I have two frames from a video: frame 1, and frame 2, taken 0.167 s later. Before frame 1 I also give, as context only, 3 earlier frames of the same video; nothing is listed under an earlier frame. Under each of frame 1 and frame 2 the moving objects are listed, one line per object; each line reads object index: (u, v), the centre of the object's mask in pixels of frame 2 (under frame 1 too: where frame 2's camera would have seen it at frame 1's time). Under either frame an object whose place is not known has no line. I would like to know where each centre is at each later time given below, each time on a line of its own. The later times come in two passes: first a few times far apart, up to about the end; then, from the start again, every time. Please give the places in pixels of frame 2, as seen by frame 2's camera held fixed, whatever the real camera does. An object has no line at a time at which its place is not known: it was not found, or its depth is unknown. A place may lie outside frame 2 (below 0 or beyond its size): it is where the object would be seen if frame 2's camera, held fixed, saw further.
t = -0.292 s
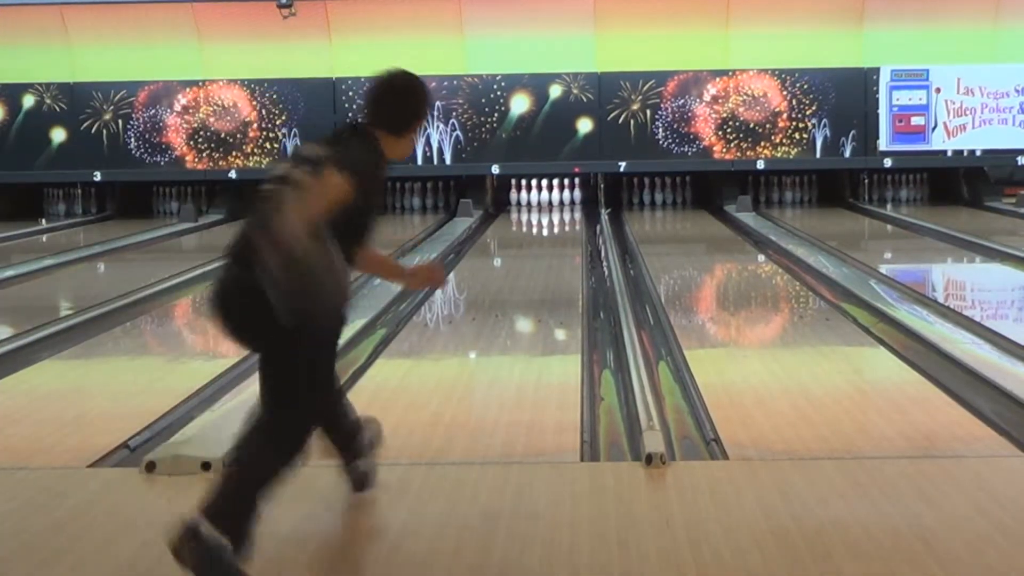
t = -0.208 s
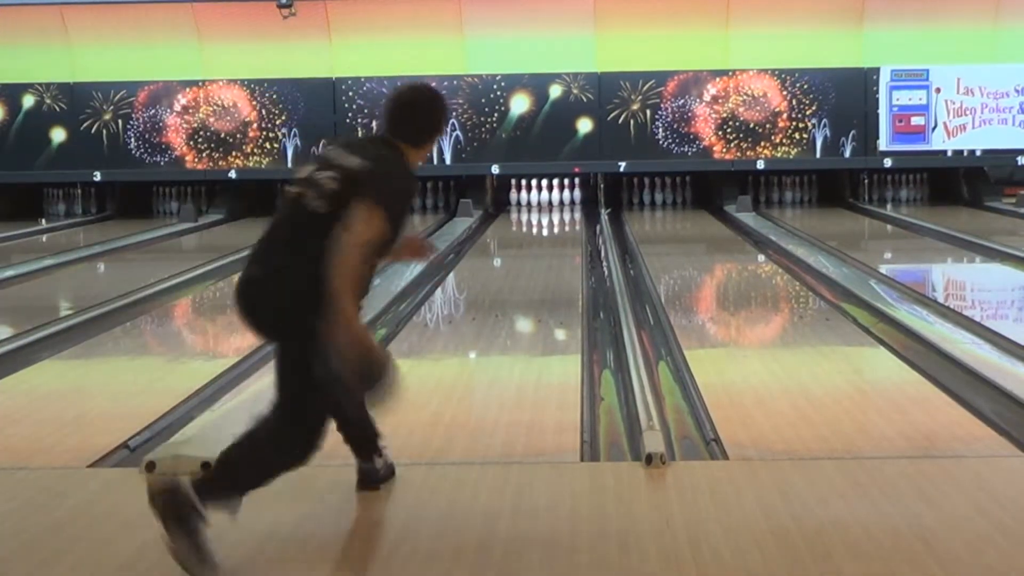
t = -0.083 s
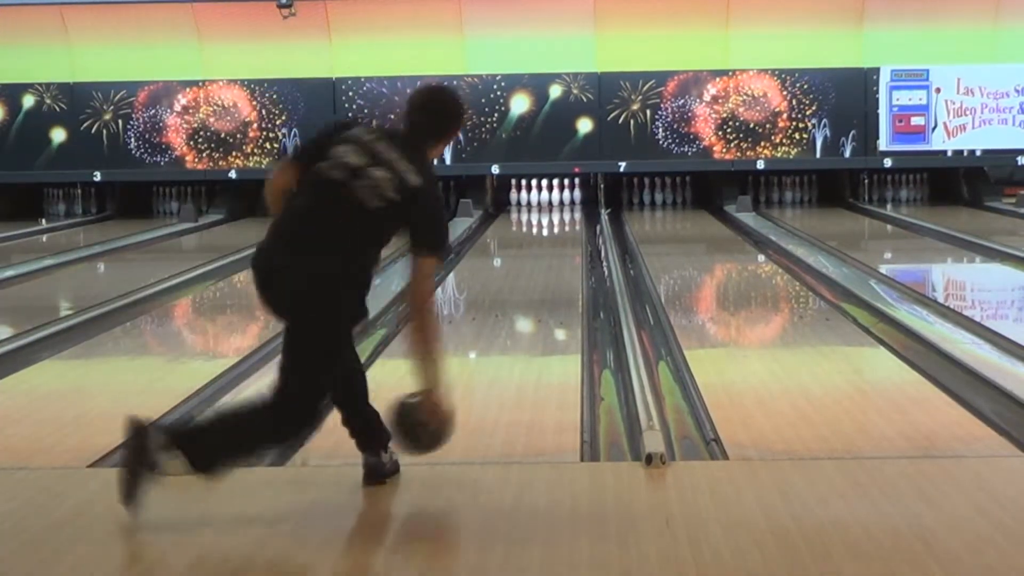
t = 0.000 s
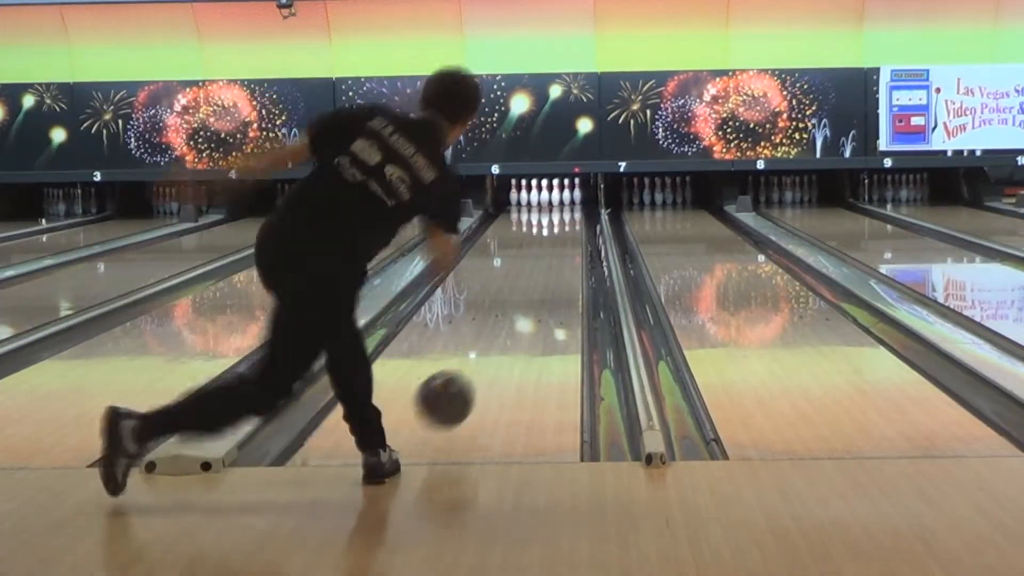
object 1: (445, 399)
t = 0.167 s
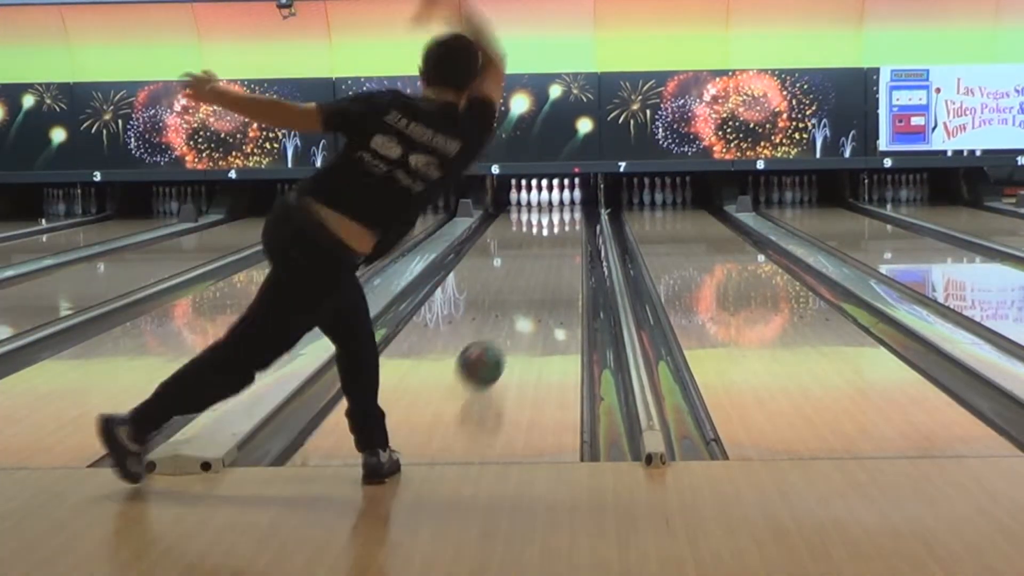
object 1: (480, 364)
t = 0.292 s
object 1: (500, 338)
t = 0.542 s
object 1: (525, 298)
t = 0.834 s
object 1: (544, 267)
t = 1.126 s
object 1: (555, 245)
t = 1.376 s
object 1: (560, 231)
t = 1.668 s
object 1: (561, 218)
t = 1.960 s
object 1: (557, 209)
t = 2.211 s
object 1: (550, 202)
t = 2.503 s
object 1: (539, 198)
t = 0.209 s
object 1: (487, 357)
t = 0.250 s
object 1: (494, 347)
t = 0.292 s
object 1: (500, 338)
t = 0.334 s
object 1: (504, 332)
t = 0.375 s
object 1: (510, 324)
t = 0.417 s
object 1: (514, 316)
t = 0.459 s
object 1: (518, 309)
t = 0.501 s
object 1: (521, 304)
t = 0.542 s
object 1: (525, 298)
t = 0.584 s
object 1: (529, 293)
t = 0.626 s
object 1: (532, 288)
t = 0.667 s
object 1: (534, 283)
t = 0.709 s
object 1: (537, 279)
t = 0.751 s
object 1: (540, 274)
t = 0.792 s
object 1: (542, 270)
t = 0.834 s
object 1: (544, 267)
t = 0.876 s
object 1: (546, 263)
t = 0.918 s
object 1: (548, 260)
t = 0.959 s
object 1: (550, 256)
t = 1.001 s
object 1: (551, 253)
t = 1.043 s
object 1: (552, 251)
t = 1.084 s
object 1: (554, 247)
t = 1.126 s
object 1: (555, 245)
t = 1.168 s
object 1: (556, 242)
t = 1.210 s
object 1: (557, 240)
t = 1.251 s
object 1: (558, 238)
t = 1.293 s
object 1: (558, 235)
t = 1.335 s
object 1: (559, 233)
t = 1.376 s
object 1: (560, 231)
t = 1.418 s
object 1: (560, 228)
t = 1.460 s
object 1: (560, 226)
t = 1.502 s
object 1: (560, 225)
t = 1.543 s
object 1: (560, 223)
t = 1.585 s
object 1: (561, 221)
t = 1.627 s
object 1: (561, 219)
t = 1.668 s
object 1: (561, 218)
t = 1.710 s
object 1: (561, 216)
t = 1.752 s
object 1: (561, 215)
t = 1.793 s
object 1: (561, 214)
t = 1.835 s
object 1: (559, 213)
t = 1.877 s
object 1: (559, 211)
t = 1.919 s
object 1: (558, 210)
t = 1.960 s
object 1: (557, 209)
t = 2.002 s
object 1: (557, 207)
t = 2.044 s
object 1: (555, 206)
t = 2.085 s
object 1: (555, 206)
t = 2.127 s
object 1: (554, 204)
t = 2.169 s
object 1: (552, 203)
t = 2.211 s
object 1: (550, 202)
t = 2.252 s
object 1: (548, 202)
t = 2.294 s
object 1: (547, 201)
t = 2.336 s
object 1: (546, 200)
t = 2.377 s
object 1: (546, 200)
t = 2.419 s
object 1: (544, 199)
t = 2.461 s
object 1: (542, 198)
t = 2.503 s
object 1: (539, 198)
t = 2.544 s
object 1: (537, 198)
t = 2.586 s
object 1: (536, 197)
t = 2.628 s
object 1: (533, 200)
